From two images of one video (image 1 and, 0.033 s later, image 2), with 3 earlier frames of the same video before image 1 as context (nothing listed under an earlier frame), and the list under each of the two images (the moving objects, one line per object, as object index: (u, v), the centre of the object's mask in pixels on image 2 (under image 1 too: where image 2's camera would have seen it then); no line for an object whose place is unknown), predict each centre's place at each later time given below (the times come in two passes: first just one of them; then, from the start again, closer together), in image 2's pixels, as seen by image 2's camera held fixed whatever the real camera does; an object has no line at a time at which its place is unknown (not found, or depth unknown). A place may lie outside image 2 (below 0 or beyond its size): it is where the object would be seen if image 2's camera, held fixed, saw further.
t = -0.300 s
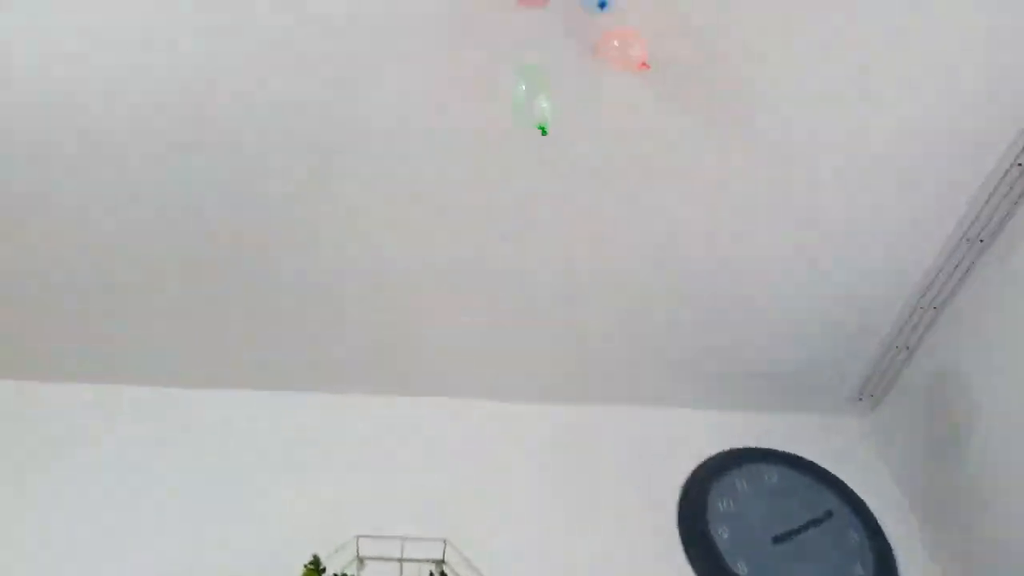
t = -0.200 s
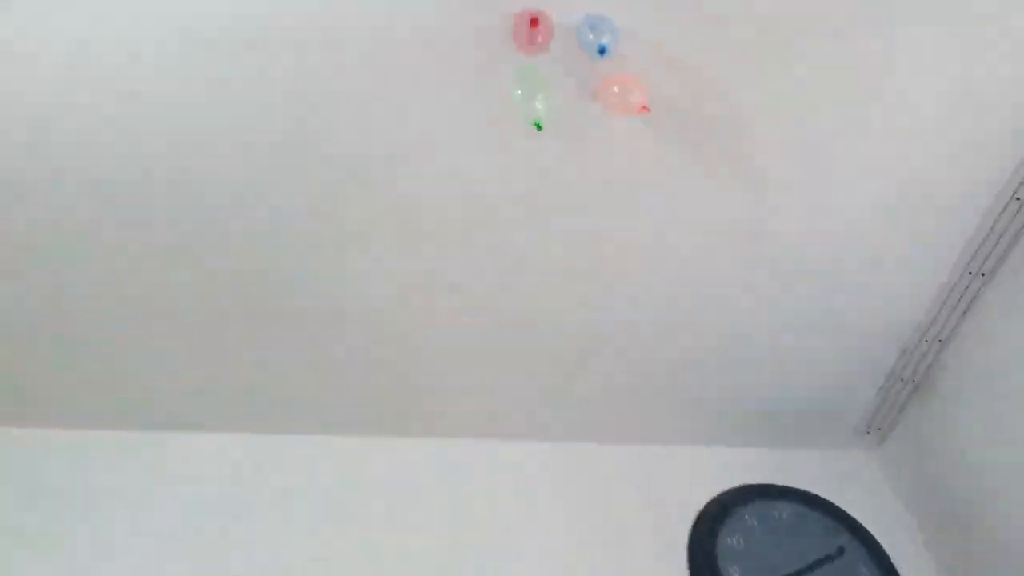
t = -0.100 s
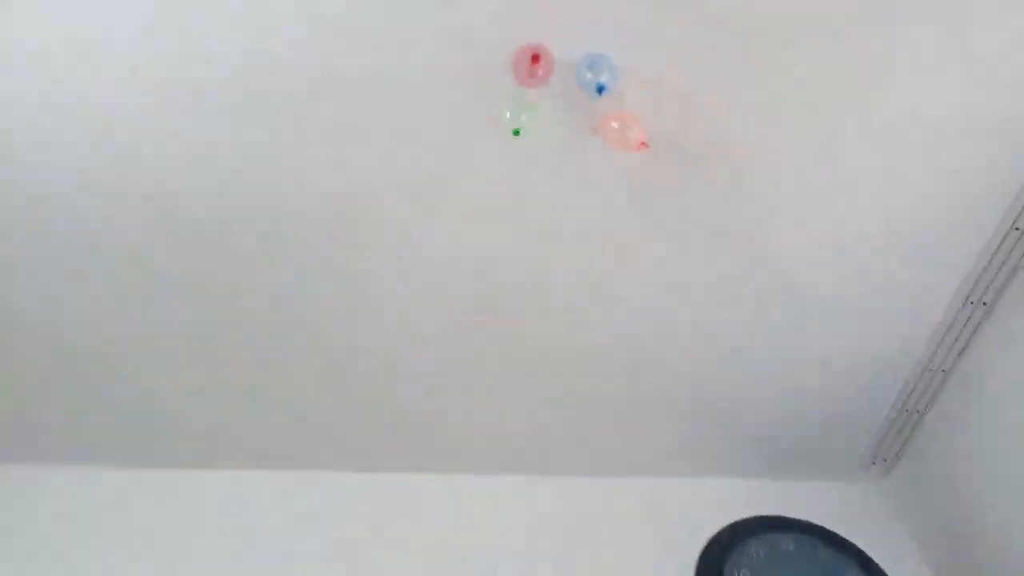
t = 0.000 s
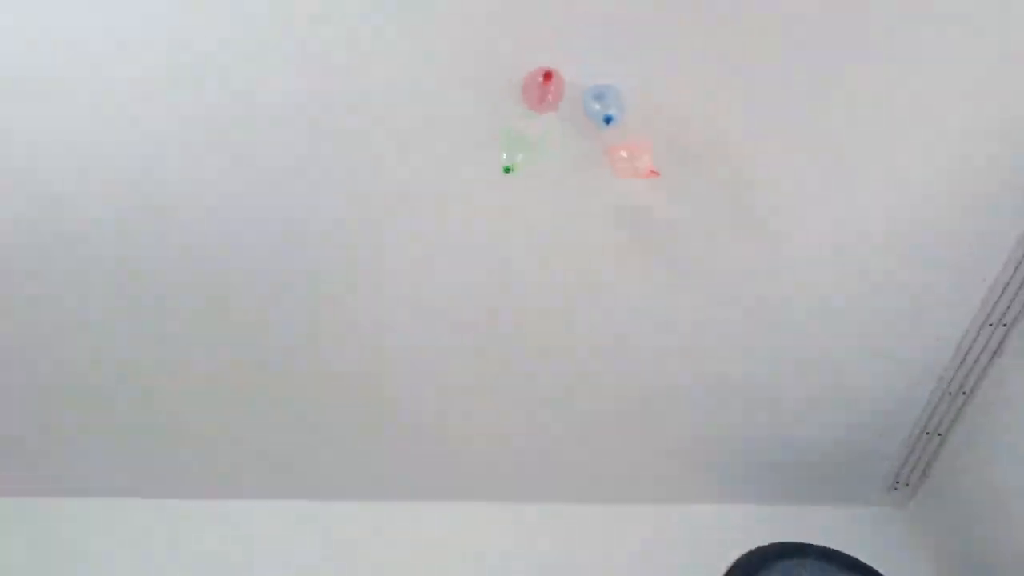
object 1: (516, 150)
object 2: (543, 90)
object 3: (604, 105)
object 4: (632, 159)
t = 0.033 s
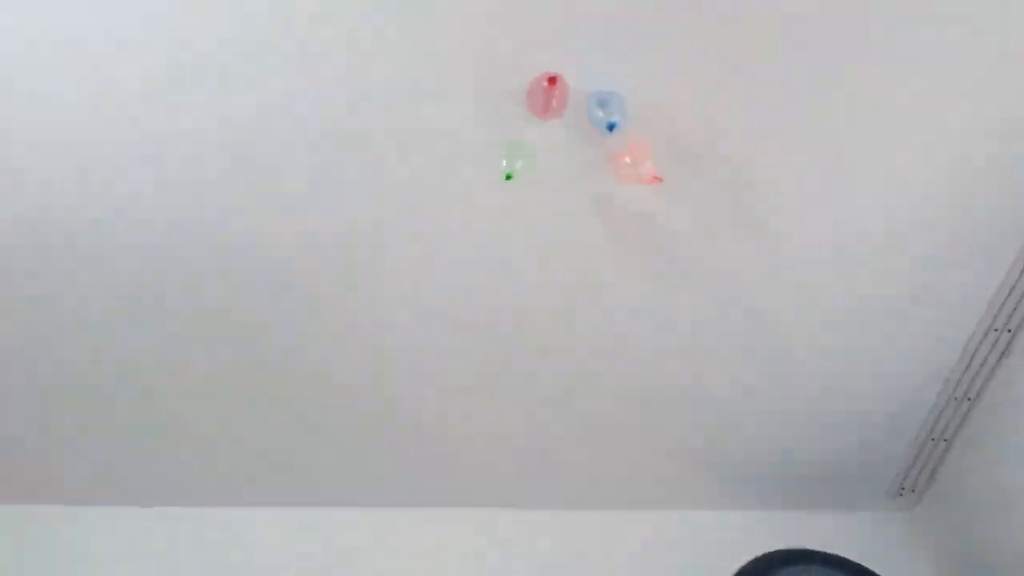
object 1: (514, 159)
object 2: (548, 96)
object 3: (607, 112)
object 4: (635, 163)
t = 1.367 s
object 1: (484, 135)
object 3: (603, 101)
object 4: (633, 155)
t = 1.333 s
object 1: (484, 136)
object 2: (539, 95)
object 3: (602, 103)
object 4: (632, 157)
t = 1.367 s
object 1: (484, 135)
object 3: (603, 101)
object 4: (633, 155)
